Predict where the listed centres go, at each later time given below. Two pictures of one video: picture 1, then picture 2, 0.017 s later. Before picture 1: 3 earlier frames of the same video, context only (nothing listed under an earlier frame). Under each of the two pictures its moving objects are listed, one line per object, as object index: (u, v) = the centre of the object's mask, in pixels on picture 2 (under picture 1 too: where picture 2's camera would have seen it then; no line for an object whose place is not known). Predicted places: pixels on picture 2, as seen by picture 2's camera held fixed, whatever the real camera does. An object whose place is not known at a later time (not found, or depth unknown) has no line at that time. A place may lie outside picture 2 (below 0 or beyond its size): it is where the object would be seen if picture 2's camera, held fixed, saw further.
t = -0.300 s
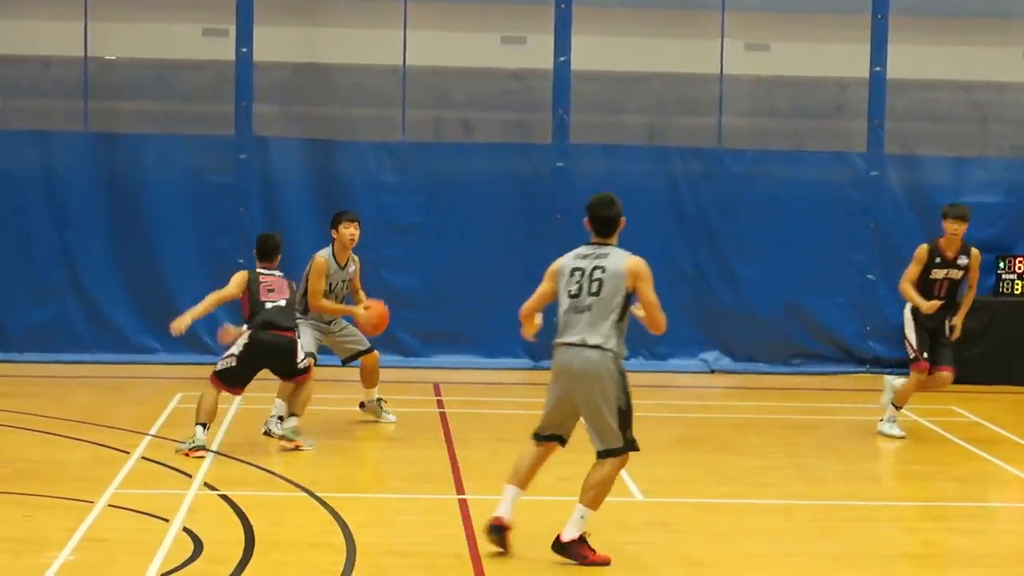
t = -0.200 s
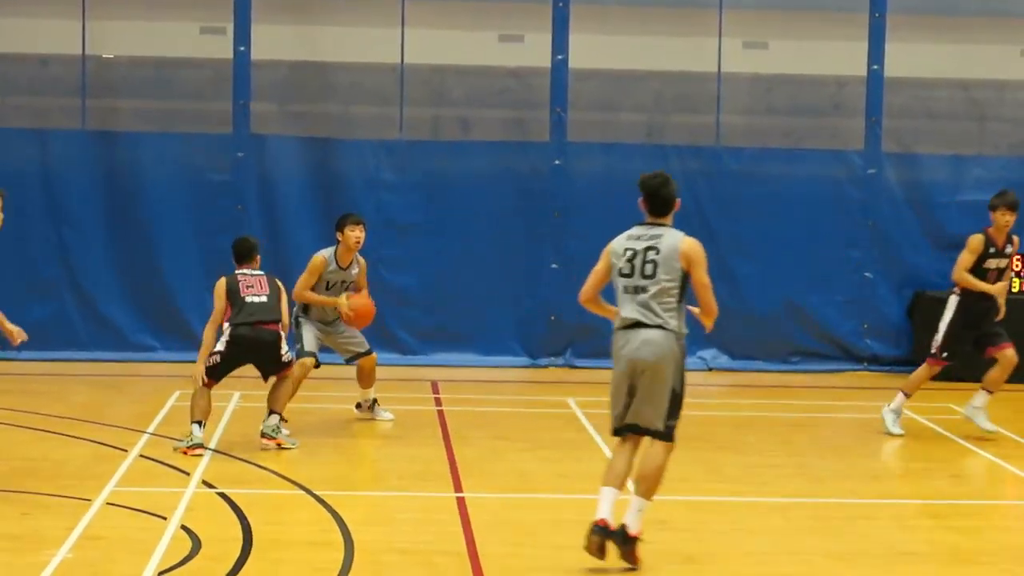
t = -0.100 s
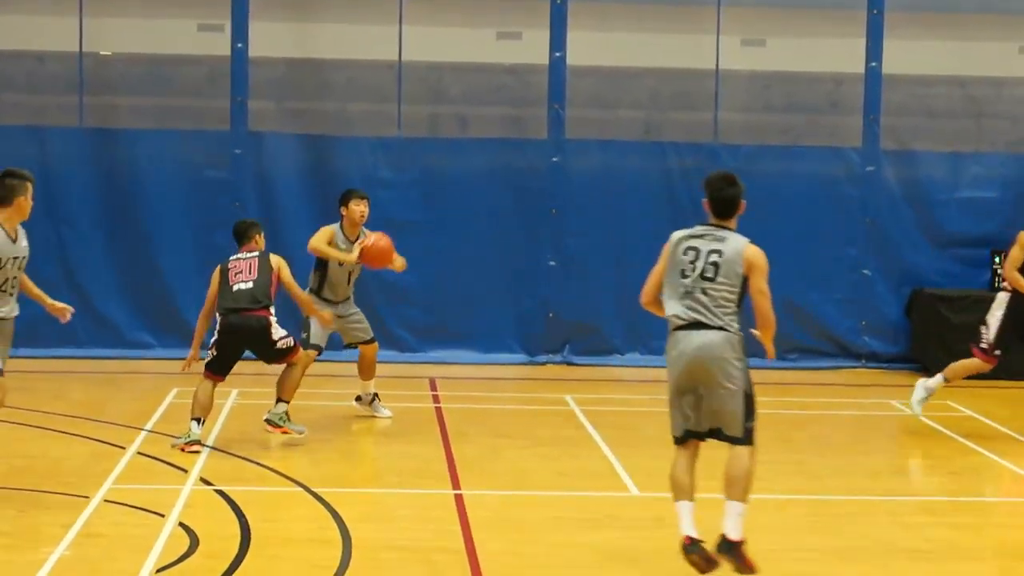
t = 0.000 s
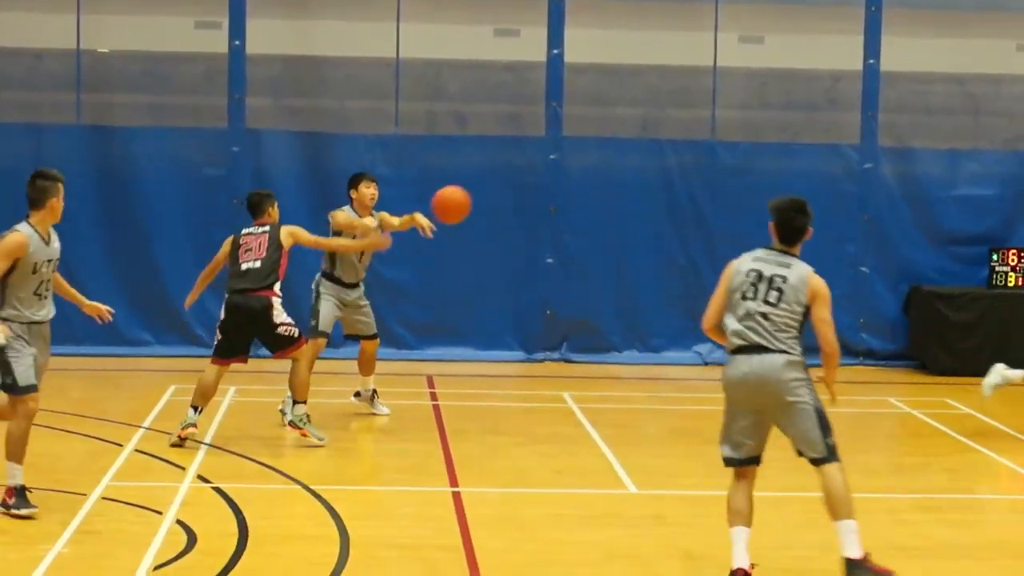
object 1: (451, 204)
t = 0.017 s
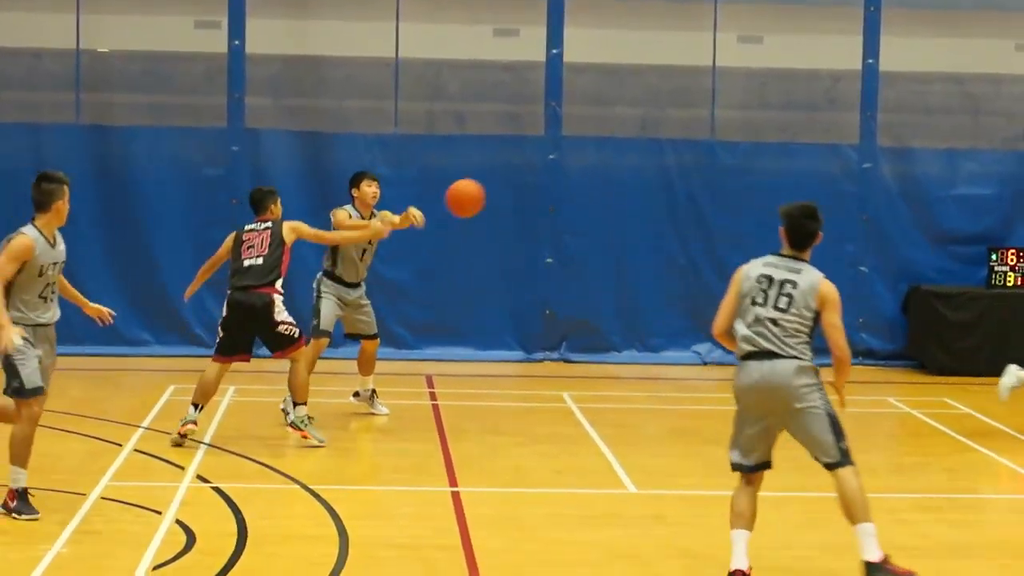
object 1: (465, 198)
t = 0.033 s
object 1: (480, 192)
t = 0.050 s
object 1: (497, 186)
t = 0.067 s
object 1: (512, 181)
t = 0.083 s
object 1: (527, 176)
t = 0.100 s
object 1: (543, 170)
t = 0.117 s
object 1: (560, 166)
